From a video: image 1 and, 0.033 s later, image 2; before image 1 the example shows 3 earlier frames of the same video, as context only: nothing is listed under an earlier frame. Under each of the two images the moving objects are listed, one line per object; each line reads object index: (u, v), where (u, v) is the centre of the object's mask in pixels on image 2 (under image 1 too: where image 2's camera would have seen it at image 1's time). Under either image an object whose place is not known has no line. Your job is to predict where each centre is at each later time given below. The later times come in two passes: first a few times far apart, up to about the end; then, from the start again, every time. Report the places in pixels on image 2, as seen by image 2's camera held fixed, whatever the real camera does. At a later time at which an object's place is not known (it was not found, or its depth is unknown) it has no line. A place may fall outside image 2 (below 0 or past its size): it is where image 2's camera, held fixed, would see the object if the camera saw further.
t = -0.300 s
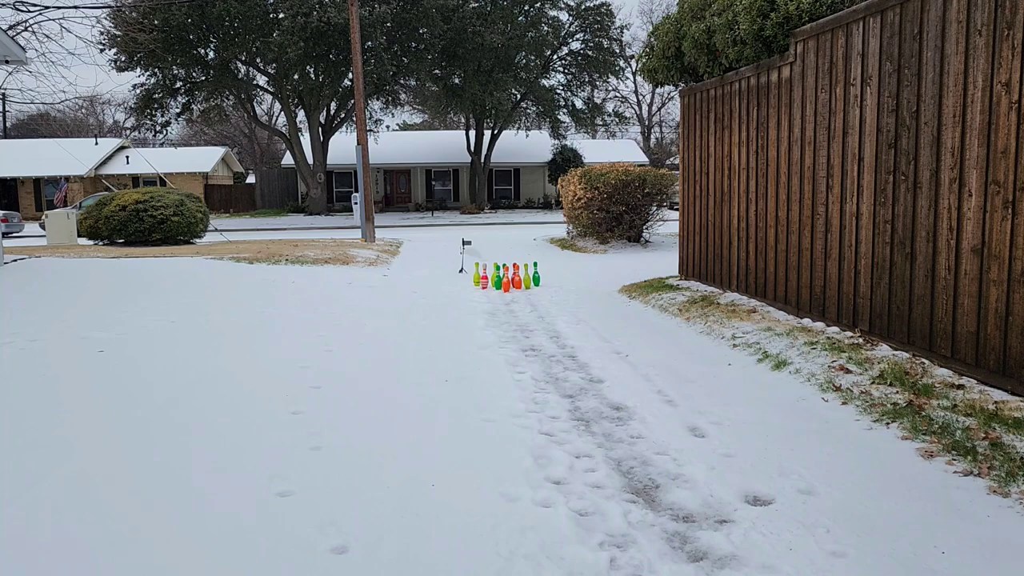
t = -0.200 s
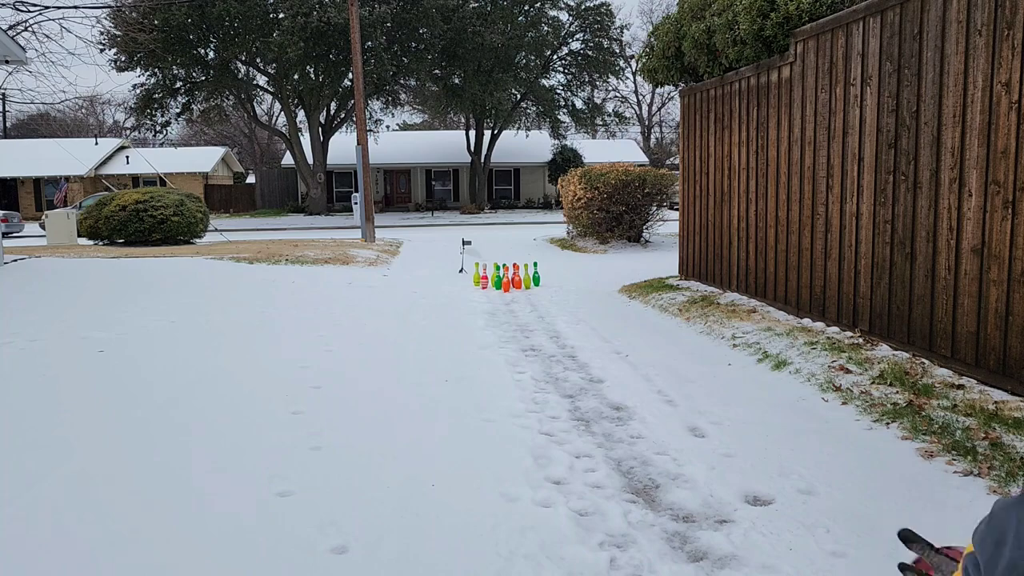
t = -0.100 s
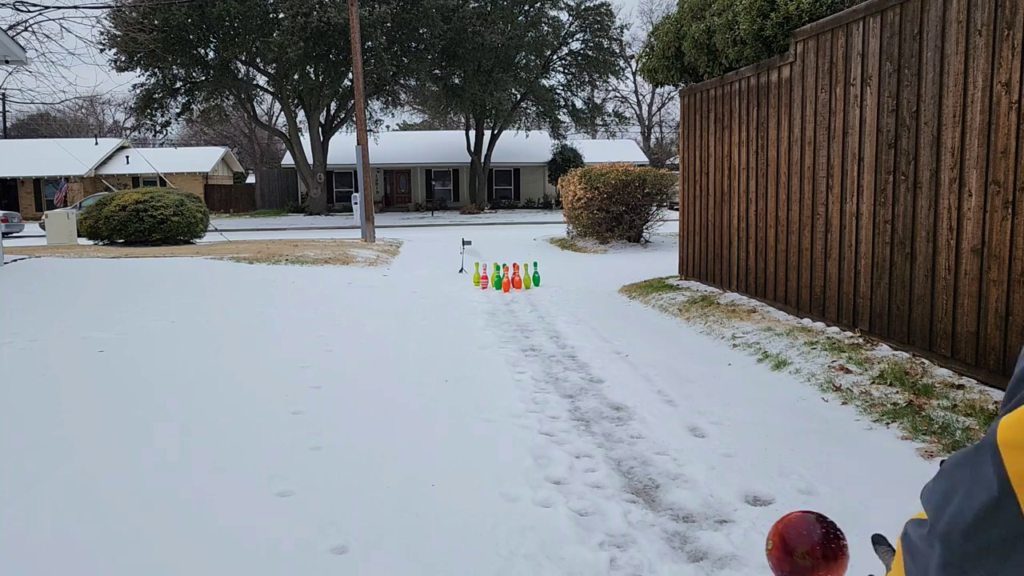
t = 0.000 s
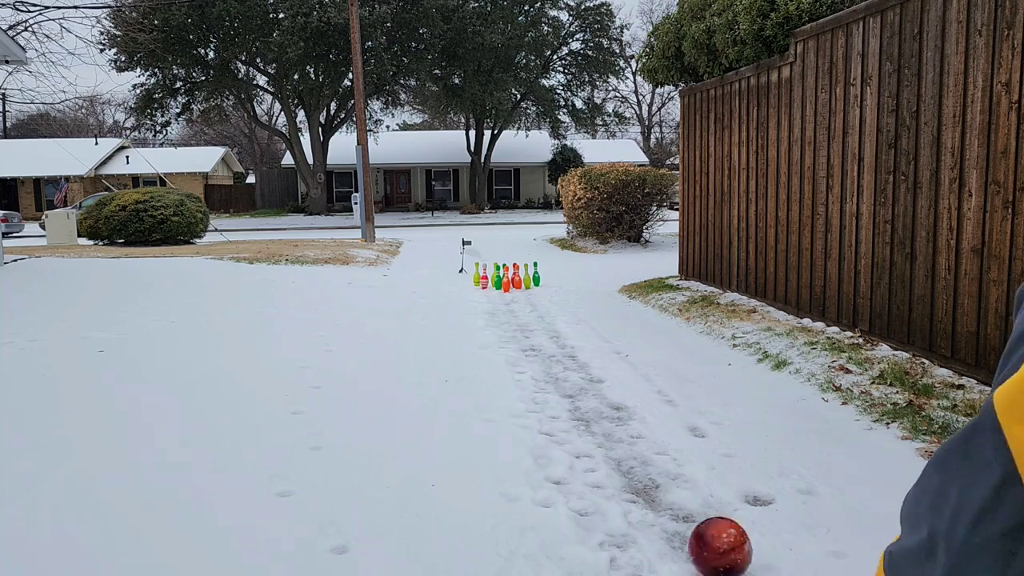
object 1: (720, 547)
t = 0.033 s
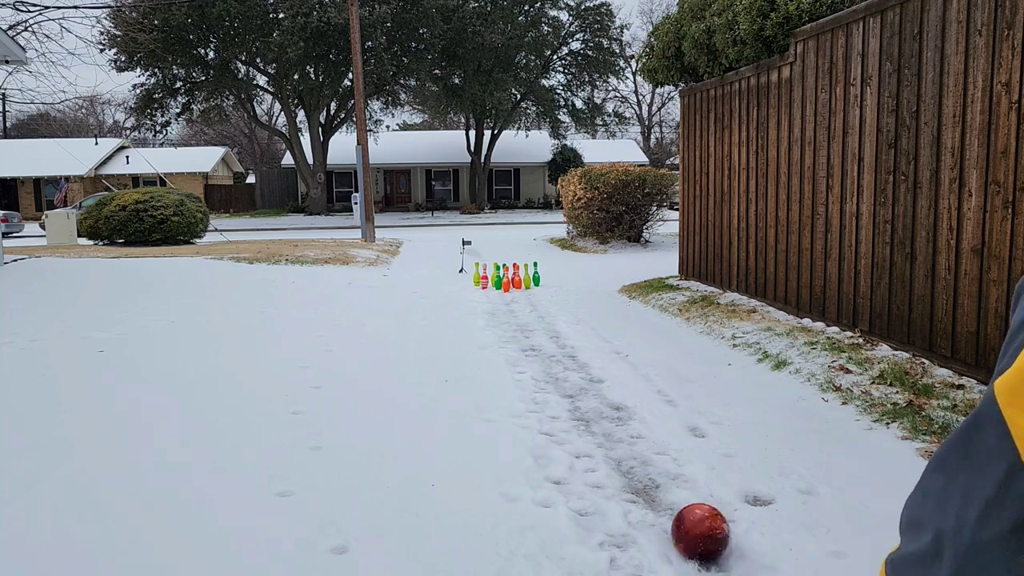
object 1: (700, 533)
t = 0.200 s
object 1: (634, 453)
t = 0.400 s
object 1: (588, 397)
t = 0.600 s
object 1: (558, 363)
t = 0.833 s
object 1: (534, 337)
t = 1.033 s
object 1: (521, 322)
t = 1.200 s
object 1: (514, 311)
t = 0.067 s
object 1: (684, 513)
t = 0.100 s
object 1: (669, 494)
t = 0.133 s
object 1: (657, 478)
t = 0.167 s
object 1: (645, 465)
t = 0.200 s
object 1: (634, 453)
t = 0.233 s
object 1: (625, 440)
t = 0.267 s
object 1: (616, 430)
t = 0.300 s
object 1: (608, 420)
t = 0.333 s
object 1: (600, 411)
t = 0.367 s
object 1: (594, 404)
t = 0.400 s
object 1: (588, 397)
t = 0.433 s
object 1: (582, 388)
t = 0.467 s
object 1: (577, 382)
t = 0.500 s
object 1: (572, 377)
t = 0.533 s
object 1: (567, 372)
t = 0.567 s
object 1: (563, 366)
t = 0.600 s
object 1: (558, 363)
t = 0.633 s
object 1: (554, 358)
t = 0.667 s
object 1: (550, 354)
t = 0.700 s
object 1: (547, 350)
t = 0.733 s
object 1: (543, 347)
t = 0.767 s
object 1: (540, 343)
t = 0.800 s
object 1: (537, 340)
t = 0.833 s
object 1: (534, 337)
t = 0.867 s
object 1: (531, 335)
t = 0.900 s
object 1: (529, 331)
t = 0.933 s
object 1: (527, 329)
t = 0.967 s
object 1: (525, 327)
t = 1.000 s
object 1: (523, 324)
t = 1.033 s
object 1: (521, 322)
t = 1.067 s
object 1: (520, 320)
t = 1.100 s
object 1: (518, 317)
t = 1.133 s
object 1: (517, 315)
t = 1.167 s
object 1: (515, 314)
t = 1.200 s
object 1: (514, 311)
